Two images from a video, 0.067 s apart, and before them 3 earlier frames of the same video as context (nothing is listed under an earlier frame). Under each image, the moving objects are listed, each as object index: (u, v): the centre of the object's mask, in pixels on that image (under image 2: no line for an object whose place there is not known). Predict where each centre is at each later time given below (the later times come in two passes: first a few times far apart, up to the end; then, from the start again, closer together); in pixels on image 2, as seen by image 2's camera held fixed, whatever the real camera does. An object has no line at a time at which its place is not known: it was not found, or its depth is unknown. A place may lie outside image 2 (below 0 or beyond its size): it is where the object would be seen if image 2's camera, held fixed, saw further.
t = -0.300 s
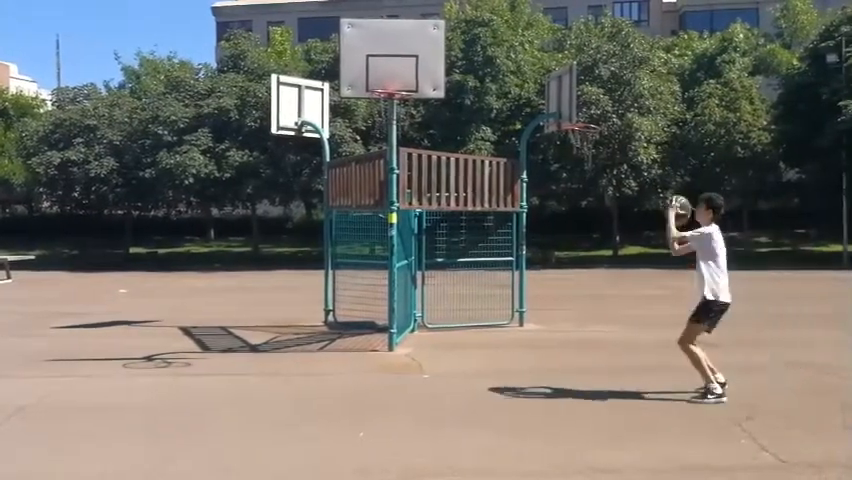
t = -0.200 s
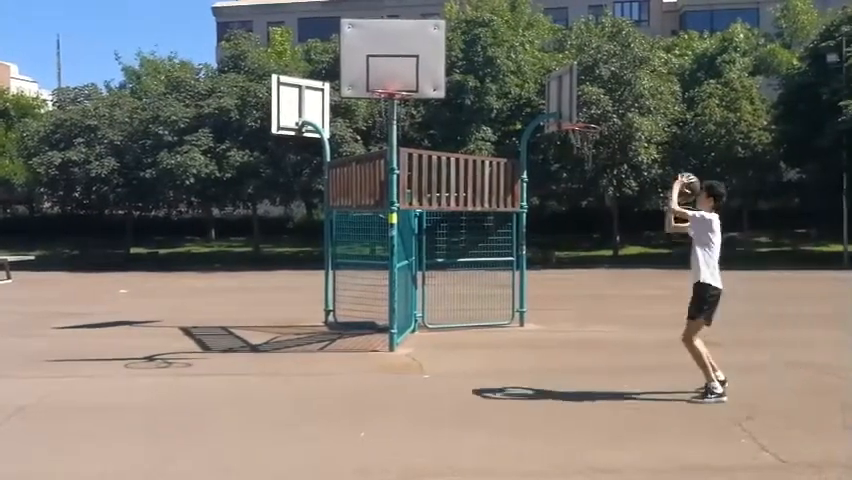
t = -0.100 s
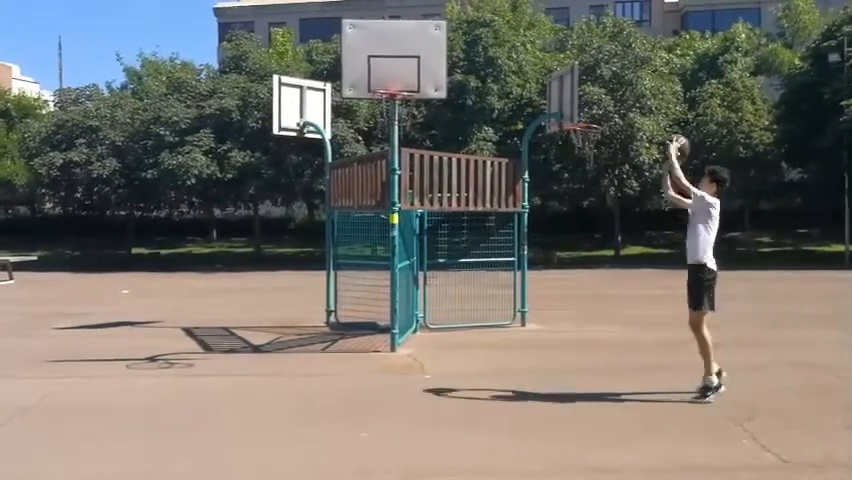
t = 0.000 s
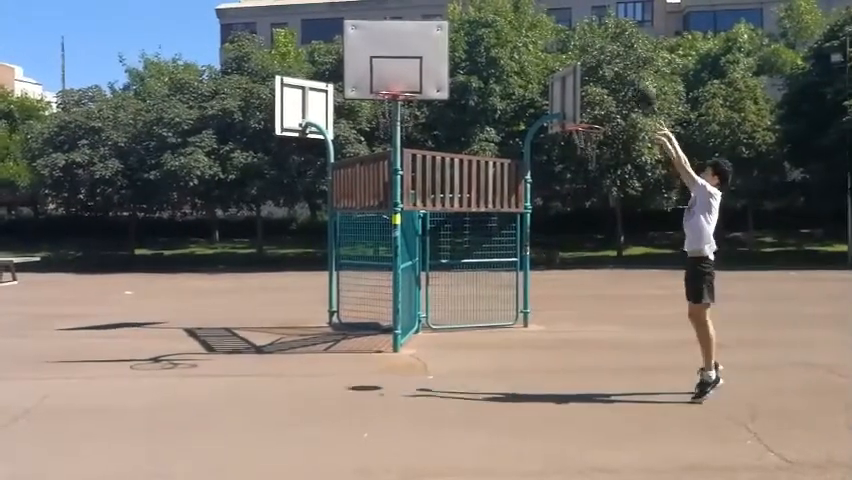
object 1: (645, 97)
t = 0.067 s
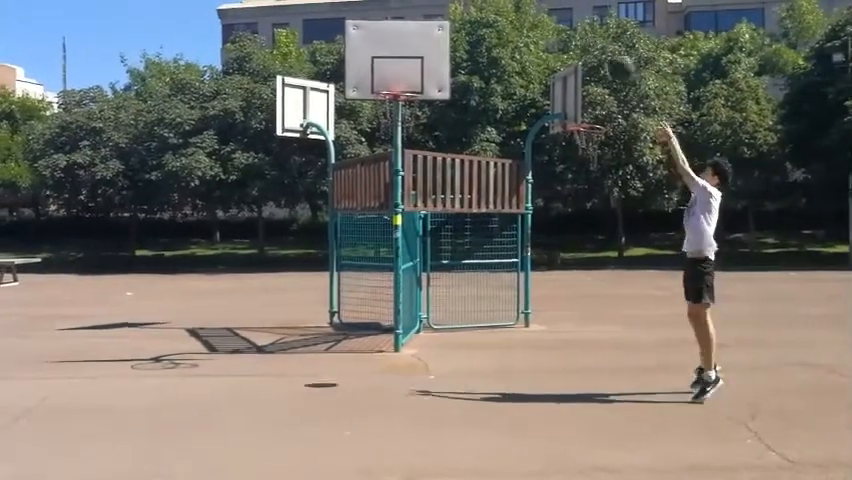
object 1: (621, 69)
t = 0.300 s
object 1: (543, 12)
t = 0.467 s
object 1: (491, 6)
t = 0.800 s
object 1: (401, 78)
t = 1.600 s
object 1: (392, 274)
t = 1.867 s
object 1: (398, 297)
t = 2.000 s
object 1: (406, 251)
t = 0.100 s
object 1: (610, 53)
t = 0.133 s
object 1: (597, 46)
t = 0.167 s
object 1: (586, 37)
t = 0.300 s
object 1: (543, 12)
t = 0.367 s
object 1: (522, 6)
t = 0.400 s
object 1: (511, 5)
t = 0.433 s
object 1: (501, 6)
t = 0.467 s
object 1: (491, 6)
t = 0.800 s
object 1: (401, 78)
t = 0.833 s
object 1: (393, 87)
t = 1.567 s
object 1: (391, 256)
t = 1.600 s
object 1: (392, 274)
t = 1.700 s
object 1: (393, 331)
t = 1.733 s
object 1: (394, 354)
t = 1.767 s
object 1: (394, 343)
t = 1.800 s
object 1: (395, 325)
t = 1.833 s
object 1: (397, 312)
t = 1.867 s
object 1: (398, 297)
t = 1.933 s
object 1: (401, 274)
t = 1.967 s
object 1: (405, 261)
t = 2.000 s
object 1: (406, 251)
